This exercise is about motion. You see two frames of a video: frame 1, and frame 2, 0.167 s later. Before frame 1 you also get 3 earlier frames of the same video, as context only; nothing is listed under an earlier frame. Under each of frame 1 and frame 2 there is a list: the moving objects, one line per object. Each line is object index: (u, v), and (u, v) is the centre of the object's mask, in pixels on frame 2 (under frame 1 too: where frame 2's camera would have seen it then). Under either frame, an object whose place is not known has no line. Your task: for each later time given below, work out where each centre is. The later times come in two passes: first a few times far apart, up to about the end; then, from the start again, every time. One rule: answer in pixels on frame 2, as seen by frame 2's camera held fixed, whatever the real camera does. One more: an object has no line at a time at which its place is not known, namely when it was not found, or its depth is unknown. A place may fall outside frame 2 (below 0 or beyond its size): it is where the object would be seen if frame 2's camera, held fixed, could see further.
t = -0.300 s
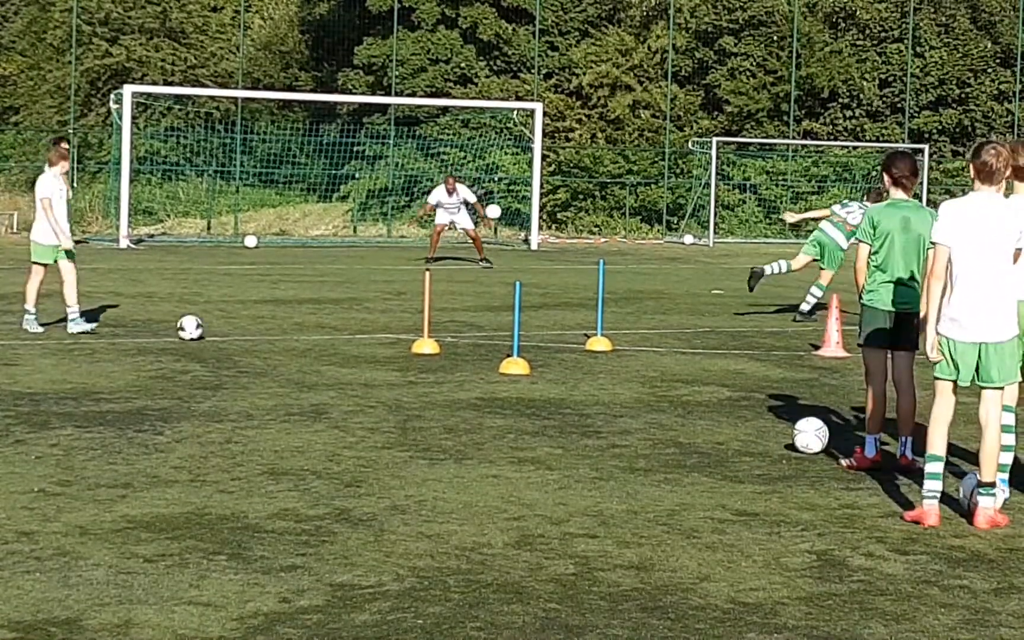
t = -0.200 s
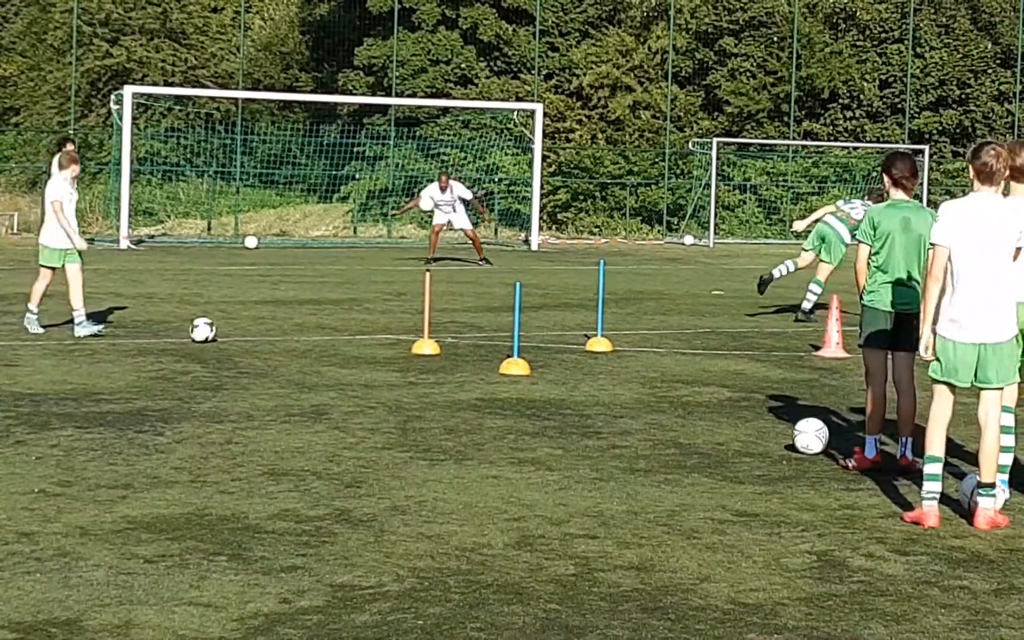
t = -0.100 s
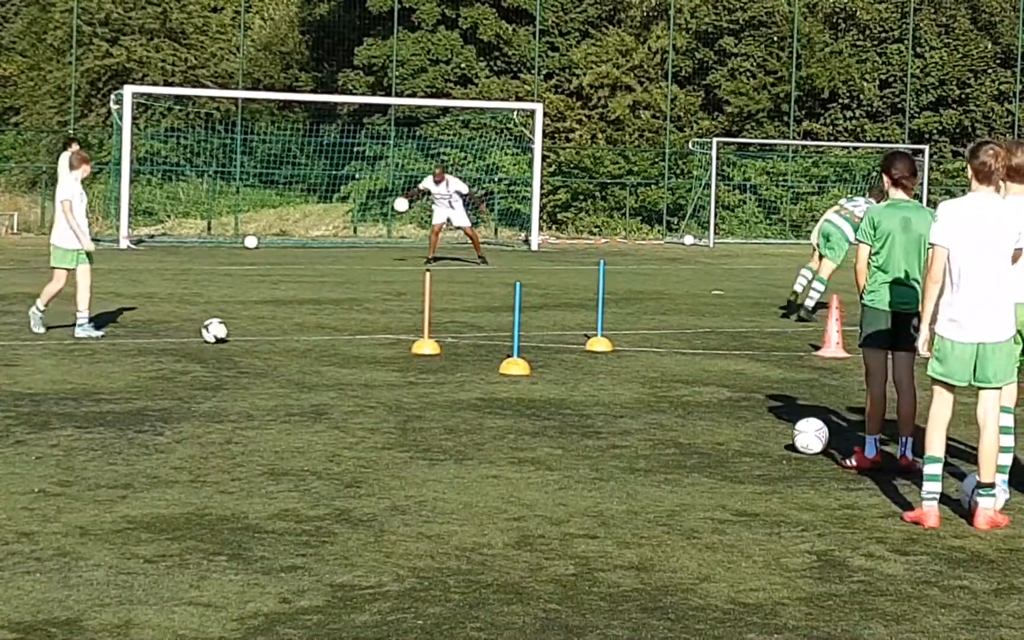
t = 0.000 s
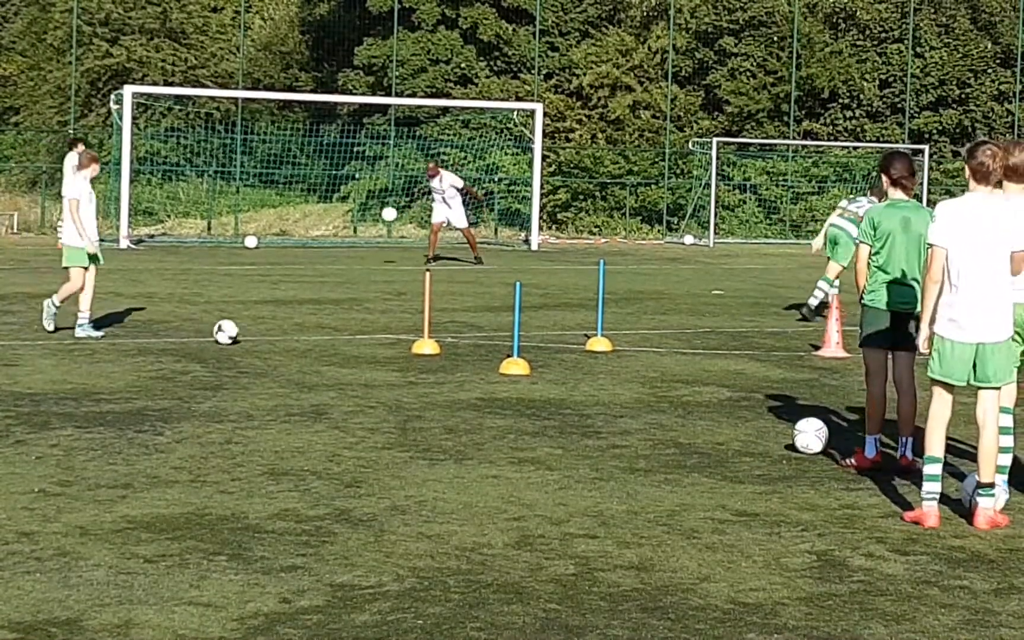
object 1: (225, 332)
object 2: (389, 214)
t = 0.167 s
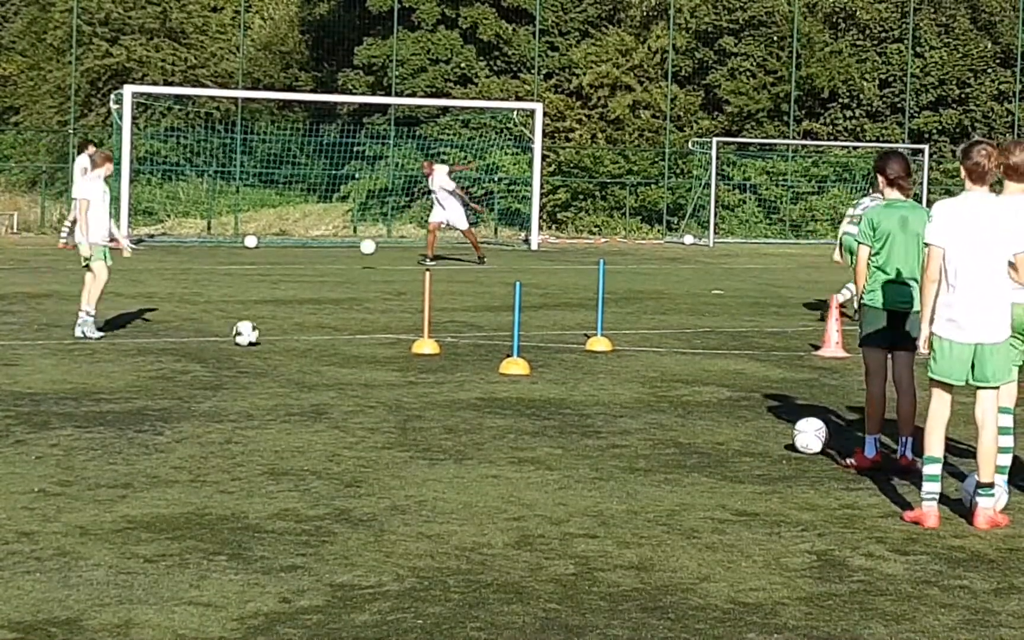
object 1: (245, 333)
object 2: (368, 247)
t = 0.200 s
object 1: (250, 334)
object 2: (363, 256)
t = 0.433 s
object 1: (274, 336)
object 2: (350, 239)
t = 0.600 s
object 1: (291, 337)
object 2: (342, 240)
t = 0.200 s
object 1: (250, 334)
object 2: (363, 256)
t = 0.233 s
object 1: (253, 334)
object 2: (359, 264)
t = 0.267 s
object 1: (257, 334)
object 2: (357, 258)
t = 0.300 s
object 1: (261, 335)
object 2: (356, 253)
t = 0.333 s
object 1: (265, 335)
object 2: (355, 248)
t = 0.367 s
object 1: (268, 335)
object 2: (353, 244)
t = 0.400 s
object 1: (271, 335)
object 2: (351, 241)
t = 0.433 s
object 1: (274, 336)
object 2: (350, 239)
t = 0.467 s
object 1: (277, 336)
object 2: (348, 237)
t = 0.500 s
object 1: (281, 336)
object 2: (347, 237)
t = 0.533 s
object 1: (284, 337)
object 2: (345, 237)
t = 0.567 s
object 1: (288, 337)
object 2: (343, 238)
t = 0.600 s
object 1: (291, 337)
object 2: (342, 240)
